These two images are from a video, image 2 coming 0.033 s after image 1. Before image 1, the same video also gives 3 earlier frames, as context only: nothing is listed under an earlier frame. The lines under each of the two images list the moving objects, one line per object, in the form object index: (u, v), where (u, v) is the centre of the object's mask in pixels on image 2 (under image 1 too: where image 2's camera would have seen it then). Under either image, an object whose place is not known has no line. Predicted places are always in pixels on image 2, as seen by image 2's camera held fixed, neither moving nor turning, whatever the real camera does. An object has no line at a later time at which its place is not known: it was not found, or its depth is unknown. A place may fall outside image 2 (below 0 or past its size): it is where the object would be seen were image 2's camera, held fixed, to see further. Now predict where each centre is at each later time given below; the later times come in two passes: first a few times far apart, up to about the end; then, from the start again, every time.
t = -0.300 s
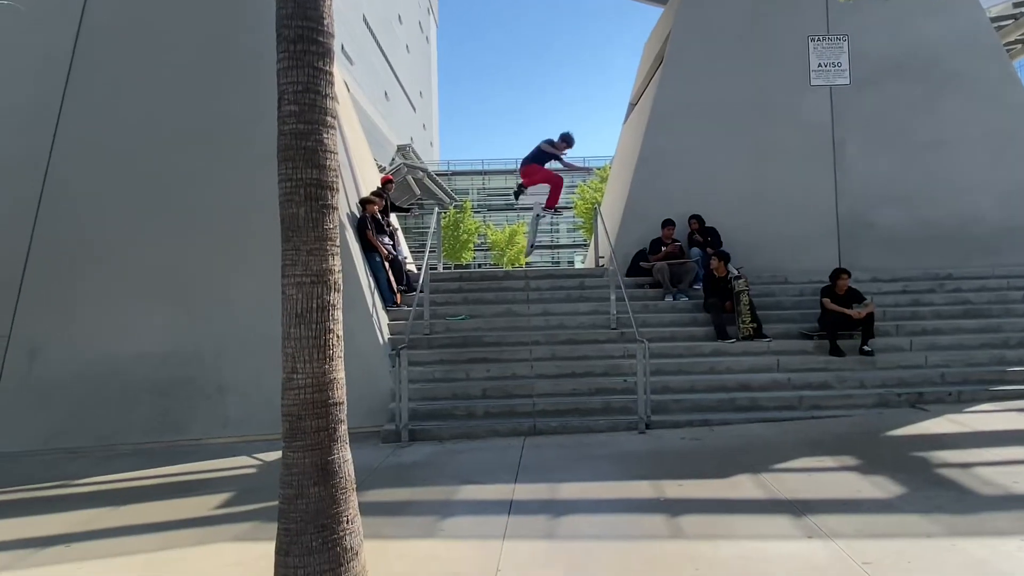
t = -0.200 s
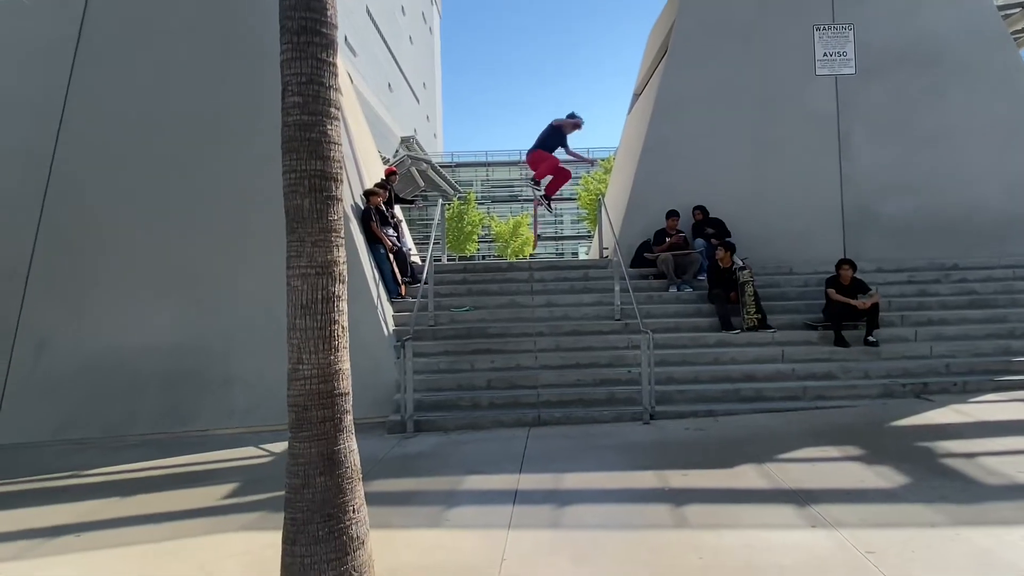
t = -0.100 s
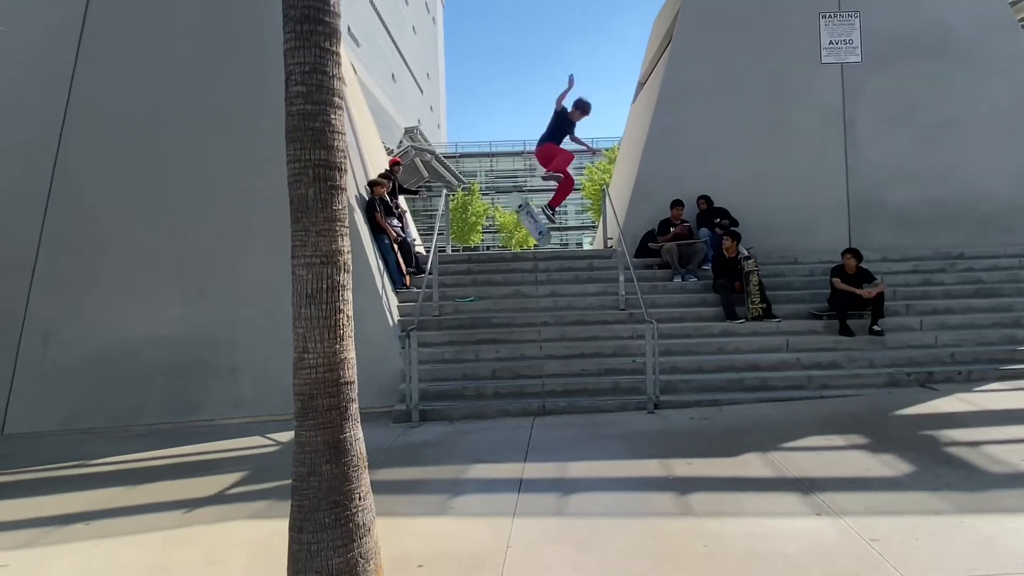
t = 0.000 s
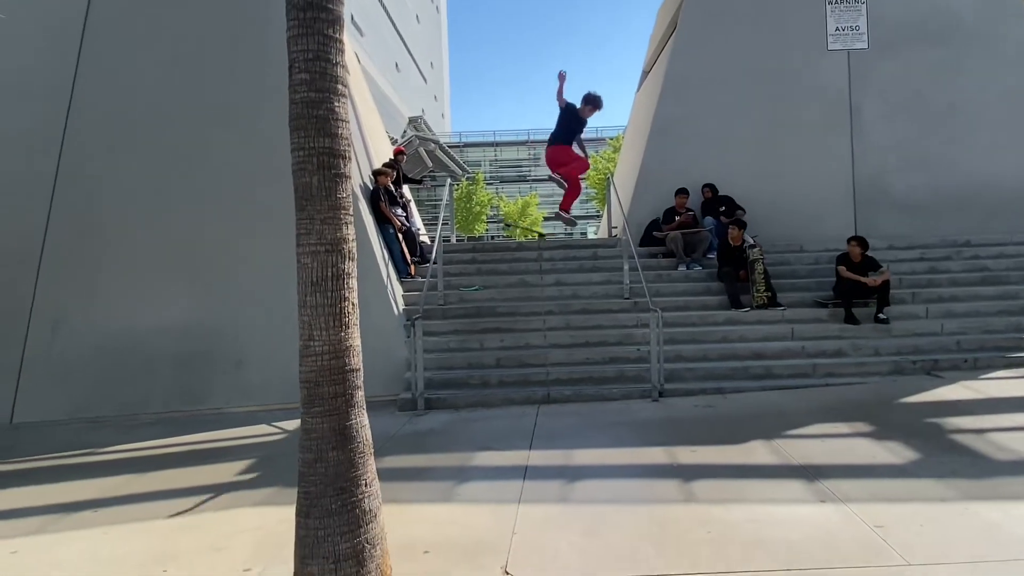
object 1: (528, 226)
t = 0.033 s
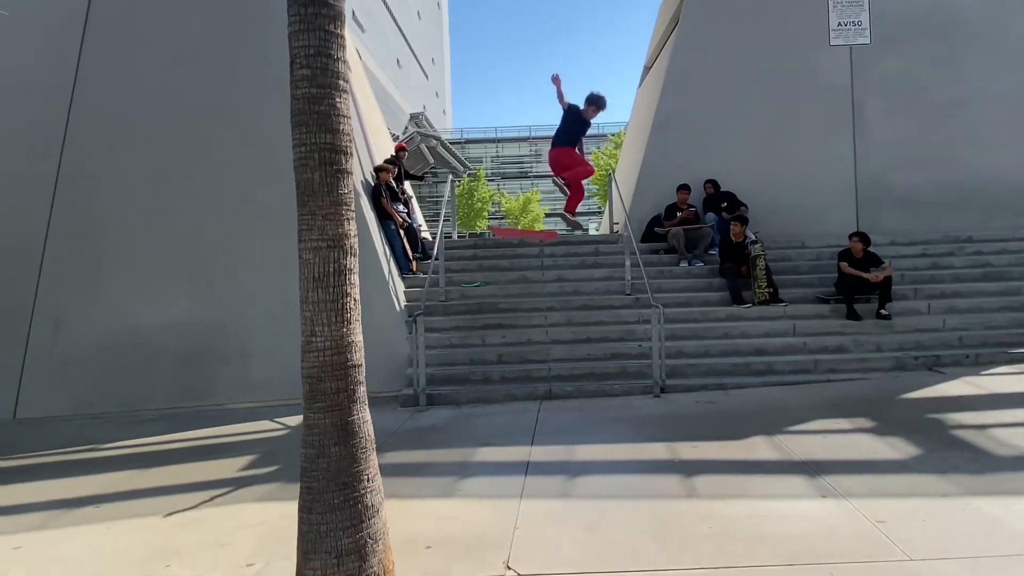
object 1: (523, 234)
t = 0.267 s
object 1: (496, 338)
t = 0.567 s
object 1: (441, 401)
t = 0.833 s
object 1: (395, 414)
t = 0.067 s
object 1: (519, 245)
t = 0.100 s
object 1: (515, 258)
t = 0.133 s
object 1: (510, 273)
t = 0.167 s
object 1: (506, 289)
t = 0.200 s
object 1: (501, 306)
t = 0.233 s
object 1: (501, 318)
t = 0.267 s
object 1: (496, 338)
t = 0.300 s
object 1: (490, 358)
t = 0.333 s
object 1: (483, 381)
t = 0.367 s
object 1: (479, 402)
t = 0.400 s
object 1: (470, 399)
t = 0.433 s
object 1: (465, 397)
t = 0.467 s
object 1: (460, 395)
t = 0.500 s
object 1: (455, 397)
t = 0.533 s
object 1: (446, 401)
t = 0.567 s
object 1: (441, 401)
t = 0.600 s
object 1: (433, 401)
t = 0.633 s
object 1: (425, 403)
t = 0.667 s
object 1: (416, 406)
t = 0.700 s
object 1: (408, 410)
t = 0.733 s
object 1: (403, 409)
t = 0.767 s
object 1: (396, 412)
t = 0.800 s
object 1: (395, 409)
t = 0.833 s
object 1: (395, 414)
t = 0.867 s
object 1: (395, 420)
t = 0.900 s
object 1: (395, 429)
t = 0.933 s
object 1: (394, 441)
